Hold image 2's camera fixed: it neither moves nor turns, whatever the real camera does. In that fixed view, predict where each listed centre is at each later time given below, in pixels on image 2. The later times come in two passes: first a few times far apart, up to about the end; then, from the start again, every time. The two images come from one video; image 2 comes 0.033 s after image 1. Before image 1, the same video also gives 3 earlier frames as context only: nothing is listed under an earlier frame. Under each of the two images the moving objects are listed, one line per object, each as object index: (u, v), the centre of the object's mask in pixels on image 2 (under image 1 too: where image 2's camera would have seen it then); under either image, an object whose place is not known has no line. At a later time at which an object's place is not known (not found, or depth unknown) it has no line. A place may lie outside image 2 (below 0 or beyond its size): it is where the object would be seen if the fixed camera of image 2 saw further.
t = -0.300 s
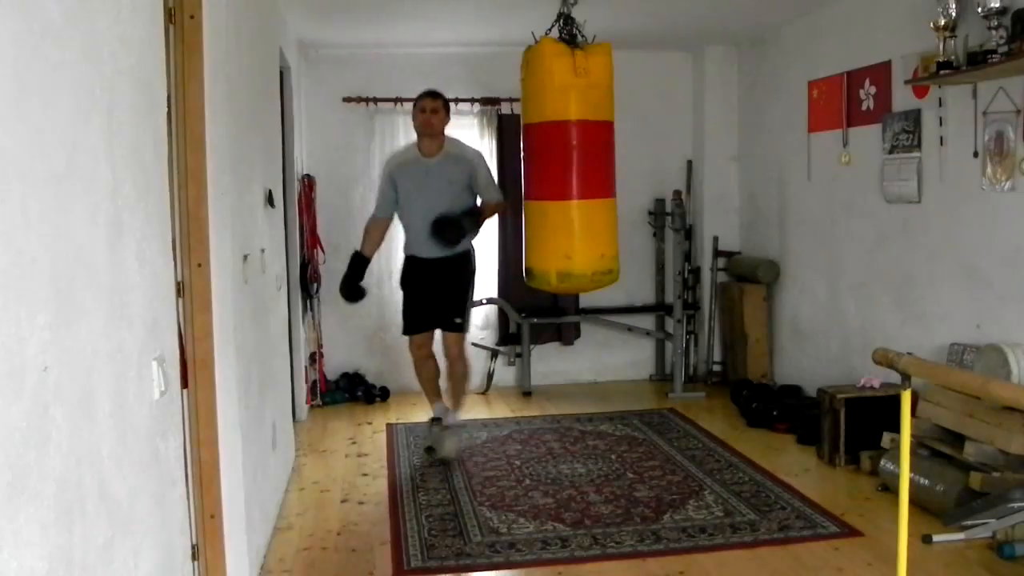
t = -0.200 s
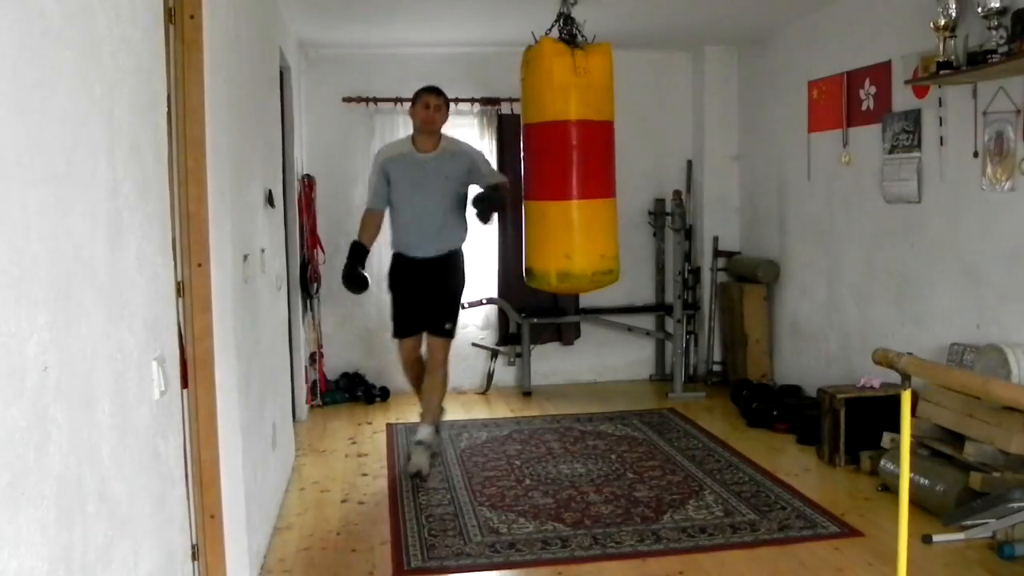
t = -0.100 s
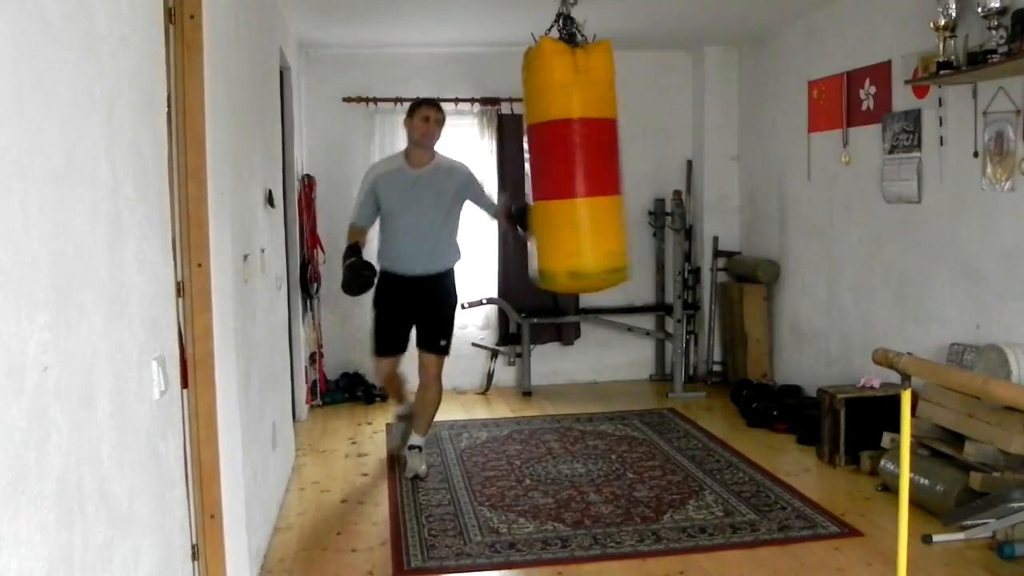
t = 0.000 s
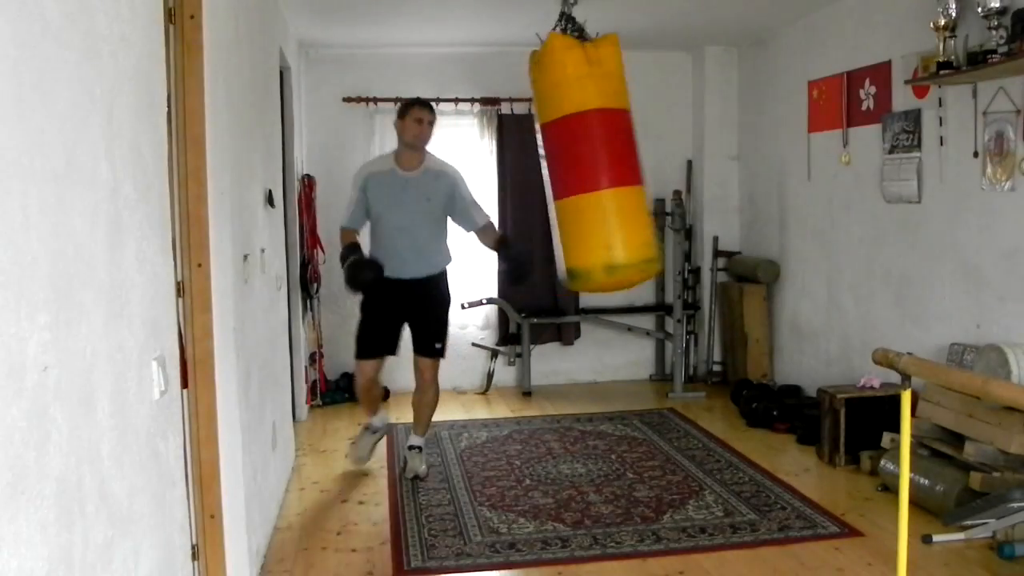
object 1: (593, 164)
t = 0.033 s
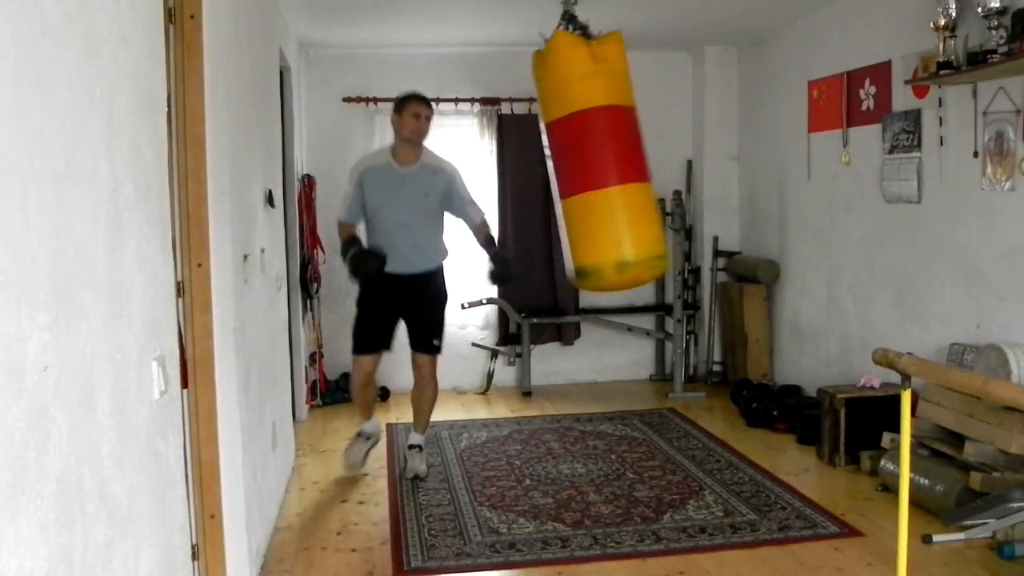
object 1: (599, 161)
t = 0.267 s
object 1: (629, 150)
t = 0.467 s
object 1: (631, 148)
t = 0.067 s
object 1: (605, 160)
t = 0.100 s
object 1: (611, 158)
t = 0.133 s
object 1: (616, 156)
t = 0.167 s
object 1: (620, 154)
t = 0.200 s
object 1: (624, 153)
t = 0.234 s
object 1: (627, 151)
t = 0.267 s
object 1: (629, 150)
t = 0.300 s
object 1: (631, 149)
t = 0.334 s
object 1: (632, 148)
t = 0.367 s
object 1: (633, 148)
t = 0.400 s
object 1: (633, 147)
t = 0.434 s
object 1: (632, 147)
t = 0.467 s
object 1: (631, 148)
